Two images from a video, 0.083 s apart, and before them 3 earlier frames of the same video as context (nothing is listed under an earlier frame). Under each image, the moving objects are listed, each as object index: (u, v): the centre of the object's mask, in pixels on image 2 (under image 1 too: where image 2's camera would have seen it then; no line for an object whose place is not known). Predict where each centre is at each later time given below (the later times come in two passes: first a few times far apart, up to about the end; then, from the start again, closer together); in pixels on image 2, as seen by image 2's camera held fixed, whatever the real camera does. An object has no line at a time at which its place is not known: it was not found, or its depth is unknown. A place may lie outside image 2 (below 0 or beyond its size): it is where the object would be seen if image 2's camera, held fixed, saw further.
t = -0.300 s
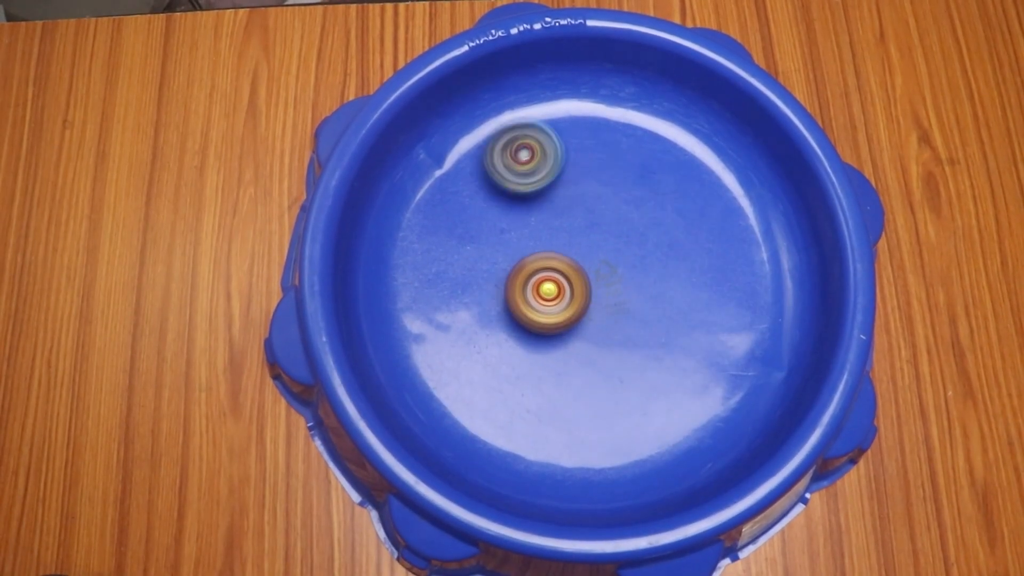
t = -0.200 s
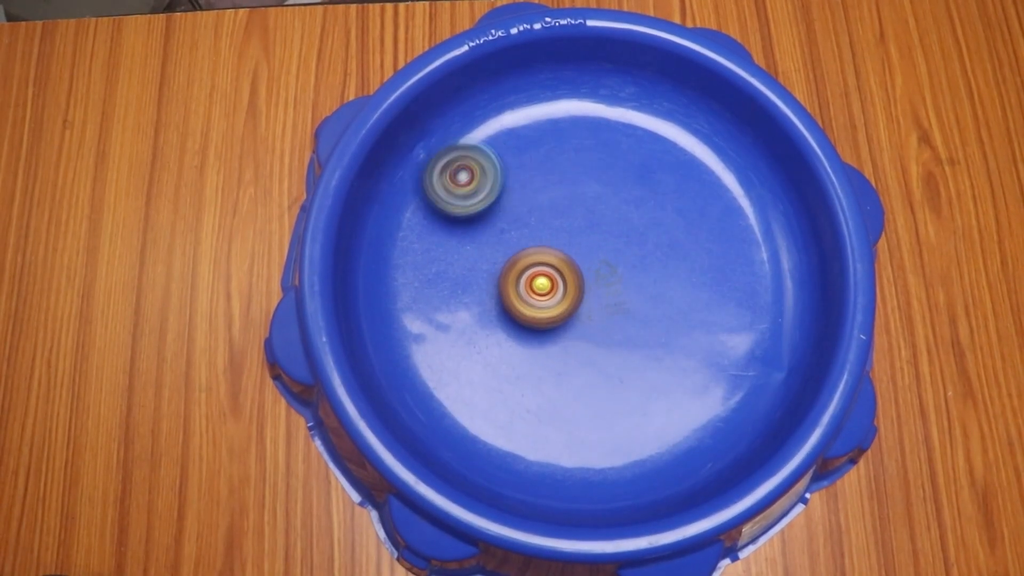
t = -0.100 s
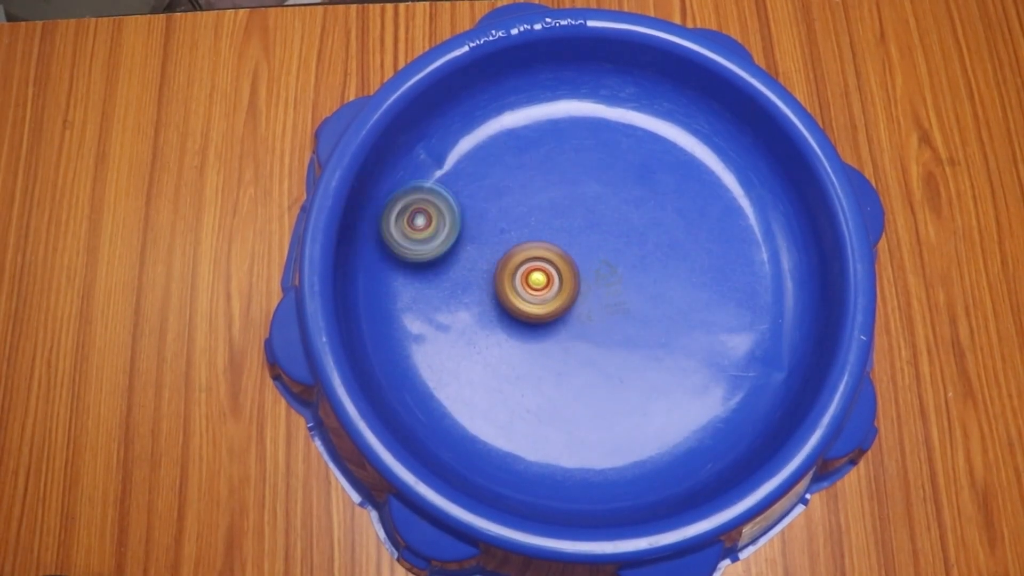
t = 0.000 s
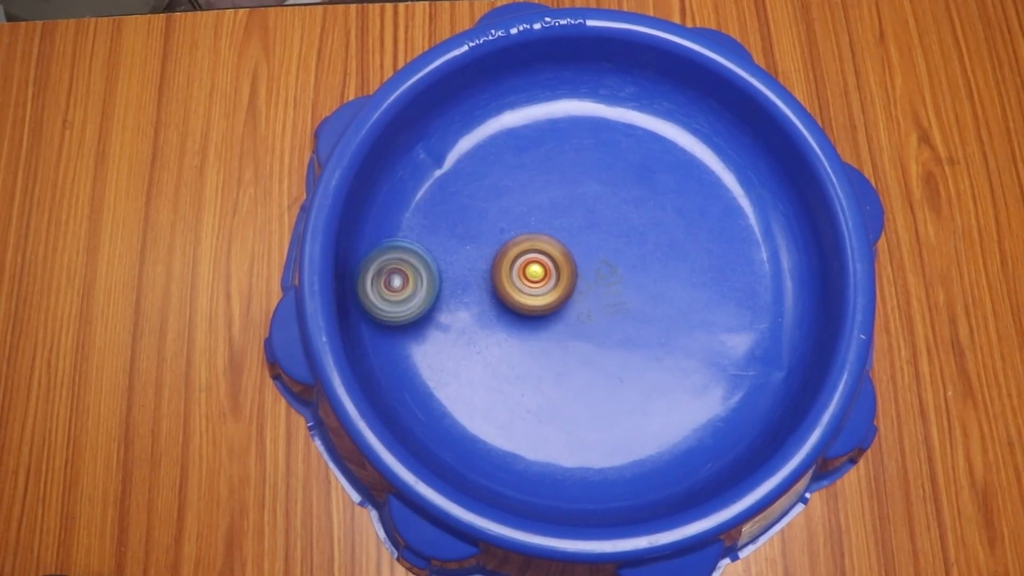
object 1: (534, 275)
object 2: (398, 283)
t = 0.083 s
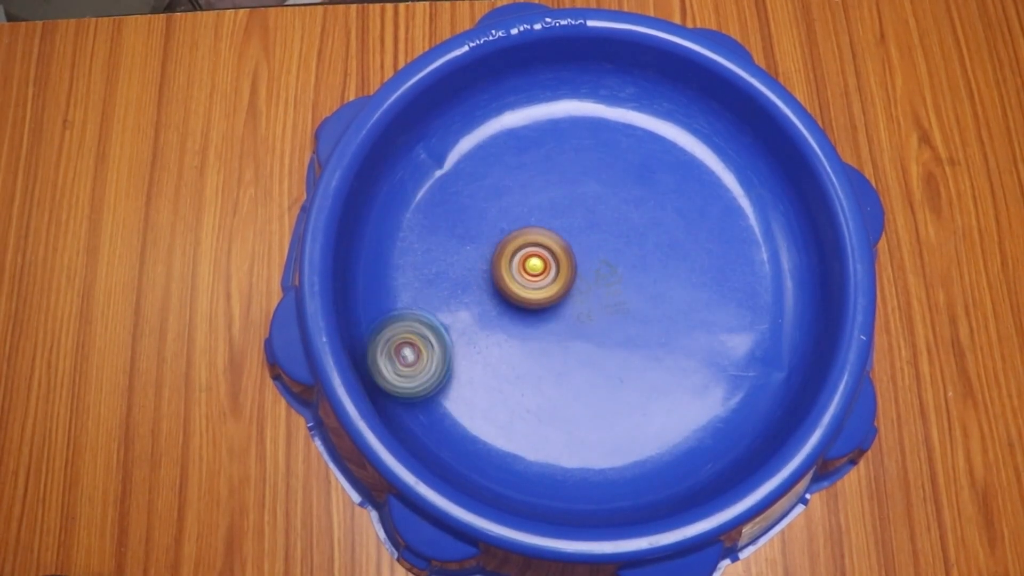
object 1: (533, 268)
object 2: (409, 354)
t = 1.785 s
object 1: (625, 229)
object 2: (706, 426)
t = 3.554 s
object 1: (598, 299)
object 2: (753, 351)
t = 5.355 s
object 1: (614, 287)
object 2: (748, 316)
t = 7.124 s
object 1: (620, 283)
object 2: (716, 386)
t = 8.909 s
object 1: (618, 279)
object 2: (603, 403)
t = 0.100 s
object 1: (533, 266)
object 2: (417, 370)
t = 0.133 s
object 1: (533, 263)
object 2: (439, 400)
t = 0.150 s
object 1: (533, 262)
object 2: (453, 413)
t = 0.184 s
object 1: (533, 258)
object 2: (484, 435)
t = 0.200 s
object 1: (533, 257)
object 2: (500, 444)
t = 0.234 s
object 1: (533, 255)
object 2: (535, 456)
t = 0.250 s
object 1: (533, 253)
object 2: (551, 459)
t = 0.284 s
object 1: (532, 250)
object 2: (586, 461)
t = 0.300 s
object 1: (532, 249)
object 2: (601, 459)
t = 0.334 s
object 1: (532, 247)
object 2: (631, 454)
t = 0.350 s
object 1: (531, 245)
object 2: (644, 449)
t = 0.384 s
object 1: (532, 243)
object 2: (671, 437)
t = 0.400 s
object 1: (532, 241)
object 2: (682, 431)
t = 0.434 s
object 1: (533, 239)
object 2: (704, 412)
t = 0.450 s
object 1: (533, 237)
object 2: (714, 403)
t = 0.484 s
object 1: (534, 234)
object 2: (731, 382)
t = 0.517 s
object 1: (536, 232)
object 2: (746, 359)
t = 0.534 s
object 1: (537, 231)
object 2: (752, 347)
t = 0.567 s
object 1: (539, 229)
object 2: (763, 320)
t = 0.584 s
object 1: (539, 228)
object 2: (766, 307)
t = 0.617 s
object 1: (542, 227)
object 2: (770, 278)
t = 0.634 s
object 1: (543, 226)
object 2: (771, 263)
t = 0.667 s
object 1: (545, 226)
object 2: (767, 231)
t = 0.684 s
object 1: (546, 225)
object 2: (764, 217)
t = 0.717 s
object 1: (548, 224)
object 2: (747, 189)
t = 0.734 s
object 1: (549, 225)
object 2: (737, 177)
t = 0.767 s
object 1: (554, 225)
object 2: (715, 157)
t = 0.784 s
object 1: (555, 225)
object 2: (703, 148)
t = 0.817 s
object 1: (559, 226)
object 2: (679, 133)
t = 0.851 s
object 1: (562, 226)
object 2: (655, 121)
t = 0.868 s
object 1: (563, 226)
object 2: (643, 116)
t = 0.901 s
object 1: (566, 226)
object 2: (619, 109)
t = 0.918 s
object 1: (567, 225)
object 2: (607, 106)
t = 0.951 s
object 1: (569, 225)
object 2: (583, 103)
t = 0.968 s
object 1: (571, 224)
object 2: (571, 102)
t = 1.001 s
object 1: (573, 222)
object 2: (548, 103)
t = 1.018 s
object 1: (575, 222)
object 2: (537, 105)
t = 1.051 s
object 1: (579, 220)
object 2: (514, 112)
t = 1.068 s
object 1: (581, 221)
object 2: (502, 118)
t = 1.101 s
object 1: (586, 221)
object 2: (477, 130)
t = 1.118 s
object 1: (588, 221)
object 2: (465, 137)
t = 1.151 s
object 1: (592, 223)
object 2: (442, 157)
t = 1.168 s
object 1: (593, 223)
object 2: (432, 170)
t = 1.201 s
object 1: (595, 224)
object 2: (415, 198)
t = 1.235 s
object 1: (597, 223)
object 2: (404, 228)
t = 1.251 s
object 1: (598, 223)
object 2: (401, 243)
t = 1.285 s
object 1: (600, 223)
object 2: (397, 274)
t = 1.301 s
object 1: (601, 223)
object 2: (397, 289)
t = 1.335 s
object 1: (603, 223)
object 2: (402, 319)
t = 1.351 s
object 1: (604, 222)
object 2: (408, 334)
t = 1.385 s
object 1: (605, 221)
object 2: (421, 361)
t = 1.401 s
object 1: (607, 221)
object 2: (429, 373)
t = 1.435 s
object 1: (609, 220)
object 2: (447, 395)
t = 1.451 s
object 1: (609, 220)
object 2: (456, 402)
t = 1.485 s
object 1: (612, 220)
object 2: (477, 420)
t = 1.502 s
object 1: (612, 220)
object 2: (488, 427)
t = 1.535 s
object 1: (615, 220)
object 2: (512, 440)
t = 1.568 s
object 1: (615, 220)
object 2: (537, 449)
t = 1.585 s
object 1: (617, 221)
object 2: (551, 453)
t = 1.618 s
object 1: (618, 222)
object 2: (577, 458)
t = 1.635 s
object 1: (619, 222)
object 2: (591, 458)
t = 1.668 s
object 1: (621, 223)
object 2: (618, 457)
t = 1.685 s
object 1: (621, 224)
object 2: (633, 455)
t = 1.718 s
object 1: (622, 225)
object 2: (659, 449)
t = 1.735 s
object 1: (623, 226)
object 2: (672, 444)
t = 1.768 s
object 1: (624, 228)
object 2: (695, 432)
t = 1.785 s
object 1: (625, 229)
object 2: (706, 426)
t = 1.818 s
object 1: (627, 231)
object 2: (725, 408)
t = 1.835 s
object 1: (628, 232)
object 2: (734, 398)
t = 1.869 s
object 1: (629, 234)
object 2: (748, 380)
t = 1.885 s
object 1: (631, 235)
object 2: (753, 368)
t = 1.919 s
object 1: (631, 237)
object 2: (762, 342)
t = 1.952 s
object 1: (633, 241)
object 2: (767, 316)
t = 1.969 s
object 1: (633, 242)
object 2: (769, 303)
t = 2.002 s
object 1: (635, 246)
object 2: (770, 278)
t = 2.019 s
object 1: (636, 248)
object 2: (770, 265)
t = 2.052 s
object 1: (636, 251)
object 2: (765, 241)
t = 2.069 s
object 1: (637, 253)
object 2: (761, 230)
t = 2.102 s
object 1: (637, 256)
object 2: (752, 208)
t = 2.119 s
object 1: (637, 258)
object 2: (746, 198)
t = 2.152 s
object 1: (636, 261)
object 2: (732, 178)
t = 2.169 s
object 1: (636, 263)
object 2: (725, 170)
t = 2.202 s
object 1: (635, 266)
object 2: (709, 155)
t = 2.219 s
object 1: (634, 268)
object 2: (701, 149)
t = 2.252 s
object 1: (633, 272)
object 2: (682, 137)
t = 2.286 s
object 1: (632, 276)
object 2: (663, 128)
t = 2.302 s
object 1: (631, 277)
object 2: (653, 125)
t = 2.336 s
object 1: (629, 281)
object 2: (635, 120)
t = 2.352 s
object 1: (628, 282)
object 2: (625, 119)
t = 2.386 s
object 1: (626, 285)
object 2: (606, 117)
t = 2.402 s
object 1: (626, 286)
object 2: (597, 117)
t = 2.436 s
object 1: (624, 288)
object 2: (579, 119)
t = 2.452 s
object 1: (624, 289)
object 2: (571, 121)
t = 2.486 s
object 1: (623, 292)
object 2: (554, 125)
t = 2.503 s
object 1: (623, 293)
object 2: (546, 128)
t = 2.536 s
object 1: (621, 296)
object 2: (532, 135)
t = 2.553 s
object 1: (621, 298)
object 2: (524, 140)
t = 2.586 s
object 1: (619, 300)
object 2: (510, 149)
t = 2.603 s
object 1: (618, 302)
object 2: (503, 155)
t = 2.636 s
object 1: (615, 304)
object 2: (489, 167)
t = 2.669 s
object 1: (613, 305)
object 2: (475, 180)
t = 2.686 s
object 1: (612, 306)
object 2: (470, 187)
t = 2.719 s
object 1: (610, 307)
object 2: (460, 203)
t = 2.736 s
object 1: (609, 307)
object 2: (457, 210)
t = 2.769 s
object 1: (608, 308)
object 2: (450, 229)
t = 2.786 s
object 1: (607, 308)
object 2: (448, 238)
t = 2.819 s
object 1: (607, 308)
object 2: (445, 257)
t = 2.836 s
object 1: (607, 308)
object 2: (444, 267)
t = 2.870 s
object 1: (607, 309)
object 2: (445, 286)
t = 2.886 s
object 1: (606, 308)
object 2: (446, 295)
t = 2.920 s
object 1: (607, 309)
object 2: (449, 314)
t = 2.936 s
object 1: (606, 309)
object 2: (451, 323)
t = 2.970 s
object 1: (607, 309)
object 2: (459, 341)
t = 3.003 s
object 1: (606, 309)
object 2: (468, 359)
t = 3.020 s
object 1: (607, 309)
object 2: (474, 367)
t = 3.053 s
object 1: (606, 309)
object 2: (485, 381)
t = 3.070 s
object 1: (607, 309)
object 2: (491, 388)
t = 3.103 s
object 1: (606, 309)
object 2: (507, 404)
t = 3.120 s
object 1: (607, 309)
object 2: (513, 410)
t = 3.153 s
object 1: (606, 308)
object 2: (530, 422)
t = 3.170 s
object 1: (606, 308)
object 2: (539, 427)
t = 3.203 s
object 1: (606, 307)
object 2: (559, 437)
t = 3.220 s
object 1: (606, 307)
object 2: (569, 440)
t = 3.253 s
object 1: (606, 307)
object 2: (591, 445)
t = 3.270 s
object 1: (606, 306)
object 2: (601, 446)
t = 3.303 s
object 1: (605, 306)
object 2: (624, 447)
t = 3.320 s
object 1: (605, 305)
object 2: (636, 446)
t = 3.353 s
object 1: (604, 305)
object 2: (659, 442)
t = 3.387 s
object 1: (603, 304)
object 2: (681, 435)
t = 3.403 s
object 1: (603, 304)
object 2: (691, 429)
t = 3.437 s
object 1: (601, 302)
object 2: (708, 417)
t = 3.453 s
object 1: (601, 303)
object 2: (716, 409)
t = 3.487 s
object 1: (600, 301)
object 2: (732, 393)
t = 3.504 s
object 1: (600, 301)
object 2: (738, 383)
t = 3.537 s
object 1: (598, 300)
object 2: (749, 361)
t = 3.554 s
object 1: (598, 299)
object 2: (753, 351)
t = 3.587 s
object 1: (596, 298)
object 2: (759, 325)
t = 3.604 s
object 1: (596, 297)
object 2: (761, 315)
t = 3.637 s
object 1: (595, 296)
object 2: (761, 292)
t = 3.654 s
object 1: (594, 295)
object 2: (761, 281)
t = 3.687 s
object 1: (594, 294)
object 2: (758, 261)
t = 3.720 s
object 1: (593, 293)
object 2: (752, 244)
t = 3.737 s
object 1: (594, 292)
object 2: (747, 235)
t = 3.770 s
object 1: (593, 291)
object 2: (738, 219)
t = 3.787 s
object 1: (594, 291)
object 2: (733, 211)
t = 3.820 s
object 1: (593, 290)
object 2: (722, 197)
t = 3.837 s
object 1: (594, 288)
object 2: (716, 191)
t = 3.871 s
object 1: (594, 288)
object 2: (702, 179)
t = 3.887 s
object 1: (593, 286)
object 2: (695, 173)
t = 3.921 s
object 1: (594, 285)
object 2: (680, 163)
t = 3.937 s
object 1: (593, 284)
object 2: (672, 158)
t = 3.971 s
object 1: (594, 283)
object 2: (657, 150)
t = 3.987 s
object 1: (594, 282)
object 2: (648, 147)
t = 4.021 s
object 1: (594, 281)
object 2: (630, 142)
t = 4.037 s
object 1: (594, 281)
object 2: (623, 140)
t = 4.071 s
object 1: (595, 279)
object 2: (606, 137)
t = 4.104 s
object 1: (596, 278)
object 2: (588, 136)
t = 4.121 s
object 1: (596, 278)
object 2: (579, 136)
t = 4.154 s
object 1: (597, 277)
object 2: (562, 139)
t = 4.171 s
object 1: (597, 276)
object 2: (553, 140)
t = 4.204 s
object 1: (598, 275)
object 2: (537, 145)
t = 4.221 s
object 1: (598, 275)
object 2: (529, 148)
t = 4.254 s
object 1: (599, 275)
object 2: (514, 156)
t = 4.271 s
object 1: (600, 275)
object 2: (506, 161)
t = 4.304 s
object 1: (600, 275)
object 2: (491, 170)
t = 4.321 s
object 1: (601, 274)
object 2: (484, 175)
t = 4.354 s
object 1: (602, 275)
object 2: (472, 187)
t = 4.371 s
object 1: (602, 275)
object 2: (467, 193)
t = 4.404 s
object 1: (603, 276)
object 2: (457, 207)
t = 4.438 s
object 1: (603, 276)
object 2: (450, 222)
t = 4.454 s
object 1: (604, 276)
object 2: (447, 230)
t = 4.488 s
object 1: (604, 277)
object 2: (442, 245)
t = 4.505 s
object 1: (604, 278)
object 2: (440, 254)
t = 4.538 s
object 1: (605, 279)
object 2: (438, 272)
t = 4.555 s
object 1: (604, 279)
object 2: (438, 280)
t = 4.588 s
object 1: (604, 280)
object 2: (440, 296)
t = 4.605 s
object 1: (604, 281)
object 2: (441, 305)
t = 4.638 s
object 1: (604, 282)
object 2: (445, 321)
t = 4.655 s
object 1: (605, 282)
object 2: (448, 329)
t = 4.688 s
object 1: (605, 283)
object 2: (457, 345)
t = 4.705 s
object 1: (606, 284)
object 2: (461, 352)
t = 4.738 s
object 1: (605, 284)
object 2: (471, 366)
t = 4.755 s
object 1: (605, 284)
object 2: (477, 372)
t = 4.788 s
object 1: (606, 285)
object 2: (490, 386)
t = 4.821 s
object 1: (606, 285)
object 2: (503, 397)
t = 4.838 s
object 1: (606, 285)
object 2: (511, 403)
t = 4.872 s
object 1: (608, 285)
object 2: (527, 412)
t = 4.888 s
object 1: (607, 285)
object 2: (535, 416)
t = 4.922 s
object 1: (608, 285)
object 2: (554, 423)
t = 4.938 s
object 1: (608, 285)
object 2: (564, 425)
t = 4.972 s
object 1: (609, 285)
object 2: (583, 428)
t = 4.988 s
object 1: (609, 285)
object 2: (592, 429)
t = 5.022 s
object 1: (610, 285)
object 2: (613, 428)
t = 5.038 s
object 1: (611, 285)
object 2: (623, 427)
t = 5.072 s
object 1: (611, 285)
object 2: (643, 423)
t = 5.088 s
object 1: (611, 285)
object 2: (652, 420)
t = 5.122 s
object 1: (612, 285)
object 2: (670, 412)
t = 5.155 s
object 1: (613, 285)
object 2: (686, 403)
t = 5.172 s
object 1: (613, 285)
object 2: (693, 398)
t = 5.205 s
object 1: (613, 285)
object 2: (707, 385)
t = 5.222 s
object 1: (614, 285)
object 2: (714, 380)
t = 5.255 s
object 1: (614, 286)
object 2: (727, 365)
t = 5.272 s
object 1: (614, 286)
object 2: (732, 357)
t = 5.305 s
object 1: (614, 286)
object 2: (741, 341)
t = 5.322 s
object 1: (615, 287)
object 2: (745, 334)
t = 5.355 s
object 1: (614, 287)
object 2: (748, 316)
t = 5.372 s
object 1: (614, 287)
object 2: (751, 308)
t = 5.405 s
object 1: (614, 287)
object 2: (752, 290)
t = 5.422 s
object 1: (614, 287)
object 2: (752, 280)
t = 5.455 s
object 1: (614, 288)
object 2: (750, 263)
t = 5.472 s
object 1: (614, 288)
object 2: (750, 254)
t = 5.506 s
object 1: (614, 288)
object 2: (745, 238)
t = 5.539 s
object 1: (614, 288)
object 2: (741, 223)
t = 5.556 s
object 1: (615, 288)
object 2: (737, 215)
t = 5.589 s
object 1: (615, 288)
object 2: (729, 201)
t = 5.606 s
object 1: (615, 288)
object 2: (725, 195)
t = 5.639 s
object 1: (616, 289)
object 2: (715, 183)
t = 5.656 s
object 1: (616, 289)
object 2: (709, 177)
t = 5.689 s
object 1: (615, 289)
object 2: (698, 166)
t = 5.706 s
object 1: (615, 290)
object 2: (693, 162)
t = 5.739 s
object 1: (615, 290)
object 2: (680, 154)
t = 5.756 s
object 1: (616, 290)
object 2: (674, 150)
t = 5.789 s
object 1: (616, 291)
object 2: (660, 143)
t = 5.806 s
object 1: (615, 290)
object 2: (653, 141)
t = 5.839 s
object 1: (615, 291)
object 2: (638, 135)
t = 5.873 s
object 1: (615, 291)
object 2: (623, 133)
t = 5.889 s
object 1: (615, 291)
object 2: (616, 132)
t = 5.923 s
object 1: (614, 290)
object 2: (601, 132)
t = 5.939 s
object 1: (614, 291)
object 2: (595, 132)
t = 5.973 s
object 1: (613, 290)
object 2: (580, 134)
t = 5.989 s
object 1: (613, 290)
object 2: (572, 135)
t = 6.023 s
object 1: (614, 290)
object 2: (558, 140)
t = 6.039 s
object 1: (613, 289)
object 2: (551, 143)
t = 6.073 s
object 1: (613, 289)
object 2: (537, 149)
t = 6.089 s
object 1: (613, 289)
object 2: (531, 153)
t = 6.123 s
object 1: (613, 289)
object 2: (518, 161)
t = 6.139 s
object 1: (614, 288)
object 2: (512, 166)
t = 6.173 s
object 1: (615, 289)
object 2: (500, 176)
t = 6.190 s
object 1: (614, 288)
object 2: (495, 182)
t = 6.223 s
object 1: (615, 288)
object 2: (486, 193)
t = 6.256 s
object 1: (615, 289)
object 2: (478, 206)
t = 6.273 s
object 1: (615, 289)
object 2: (475, 213)
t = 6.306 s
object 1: (616, 289)
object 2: (470, 227)
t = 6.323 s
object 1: (616, 290)
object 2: (468, 235)
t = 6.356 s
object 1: (617, 290)
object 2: (465, 250)
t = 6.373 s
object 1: (616, 290)
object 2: (463, 258)
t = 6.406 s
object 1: (617, 290)
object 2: (463, 272)
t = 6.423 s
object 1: (616, 290)
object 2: (464, 279)
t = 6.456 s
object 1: (617, 291)
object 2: (466, 296)
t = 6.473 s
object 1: (618, 290)
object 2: (467, 302)
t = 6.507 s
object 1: (618, 291)
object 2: (472, 317)
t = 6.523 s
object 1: (618, 290)
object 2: (474, 324)
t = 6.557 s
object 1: (618, 289)
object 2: (481, 338)
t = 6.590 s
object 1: (618, 289)
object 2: (489, 351)
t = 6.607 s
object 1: (618, 289)
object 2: (493, 357)
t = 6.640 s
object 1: (618, 289)
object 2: (503, 371)
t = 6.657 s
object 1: (619, 289)
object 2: (508, 376)
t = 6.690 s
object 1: (620, 289)
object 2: (519, 387)
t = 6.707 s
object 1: (620, 288)
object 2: (526, 393)
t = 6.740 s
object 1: (620, 287)
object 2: (538, 403)
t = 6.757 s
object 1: (620, 288)
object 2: (547, 408)
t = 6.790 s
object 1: (620, 287)
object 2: (562, 415)
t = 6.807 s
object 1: (620, 287)
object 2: (570, 419)
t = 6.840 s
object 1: (621, 287)
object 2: (588, 423)
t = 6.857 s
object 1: (620, 287)
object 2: (597, 424)
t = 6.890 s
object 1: (621, 286)
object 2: (615, 426)
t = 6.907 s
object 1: (621, 286)
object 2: (623, 426)
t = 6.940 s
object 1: (621, 286)
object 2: (641, 425)
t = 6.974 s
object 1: (621, 285)
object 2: (656, 421)
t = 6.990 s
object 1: (620, 285)
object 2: (665, 420)
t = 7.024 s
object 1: (620, 284)
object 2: (679, 413)
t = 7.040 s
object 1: (620, 284)
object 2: (686, 411)
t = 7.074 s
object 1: (620, 284)
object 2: (699, 400)
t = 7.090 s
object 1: (620, 283)
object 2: (705, 396)
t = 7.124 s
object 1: (620, 283)
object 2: (716, 386)
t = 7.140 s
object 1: (620, 282)
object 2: (721, 381)
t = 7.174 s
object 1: (620, 282)
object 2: (732, 369)
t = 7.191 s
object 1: (621, 282)
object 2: (736, 363)
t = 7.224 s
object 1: (621, 282)
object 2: (744, 350)
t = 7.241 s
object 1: (621, 281)
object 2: (746, 343)
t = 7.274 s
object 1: (620, 281)
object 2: (750, 328)
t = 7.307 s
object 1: (620, 280)
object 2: (752, 313)
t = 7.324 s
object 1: (620, 281)
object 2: (753, 306)
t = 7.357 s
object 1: (620, 280)
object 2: (753, 292)
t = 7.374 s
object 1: (620, 280)
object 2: (752, 285)
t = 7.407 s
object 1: (620, 280)
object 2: (750, 271)
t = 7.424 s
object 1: (620, 280)
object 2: (749, 264)
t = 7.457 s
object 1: (619, 280)
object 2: (743, 250)
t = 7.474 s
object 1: (620, 279)
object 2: (741, 244)
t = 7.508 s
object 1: (620, 279)
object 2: (734, 231)
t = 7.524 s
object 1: (620, 279)
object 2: (730, 225)
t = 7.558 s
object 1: (620, 279)
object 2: (722, 213)
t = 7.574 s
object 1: (621, 279)
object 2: (717, 208)
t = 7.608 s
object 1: (620, 279)
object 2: (707, 197)
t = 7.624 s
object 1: (620, 279)
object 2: (701, 193)
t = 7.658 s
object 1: (620, 279)
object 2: (690, 183)
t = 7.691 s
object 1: (620, 279)
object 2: (678, 176)
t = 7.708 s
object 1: (620, 279)
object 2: (672, 171)
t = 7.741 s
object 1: (620, 280)
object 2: (659, 166)
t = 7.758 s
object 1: (619, 279)
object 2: (653, 162)
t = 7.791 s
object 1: (619, 279)
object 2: (640, 158)
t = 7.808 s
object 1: (619, 280)
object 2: (633, 155)
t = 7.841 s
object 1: (619, 280)
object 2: (619, 154)
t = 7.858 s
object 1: (619, 280)
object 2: (613, 153)
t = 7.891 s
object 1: (618, 280)
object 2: (600, 152)
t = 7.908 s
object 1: (618, 281)
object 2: (593, 151)
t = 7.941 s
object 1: (617, 281)
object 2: (580, 152)
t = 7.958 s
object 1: (617, 281)
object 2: (574, 153)
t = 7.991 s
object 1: (617, 281)
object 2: (561, 156)
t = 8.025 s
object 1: (616, 281)
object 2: (548, 160)
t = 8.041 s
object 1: (616, 281)
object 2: (542, 162)
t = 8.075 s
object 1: (616, 281)
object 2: (529, 167)
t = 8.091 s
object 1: (616, 280)
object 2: (524, 169)
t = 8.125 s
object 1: (616, 280)
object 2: (512, 177)
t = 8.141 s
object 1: (615, 280)
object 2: (506, 181)
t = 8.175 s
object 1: (616, 280)
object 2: (496, 190)
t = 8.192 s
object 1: (616, 280)
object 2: (491, 194)
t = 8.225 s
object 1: (616, 280)
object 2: (483, 204)
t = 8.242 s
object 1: (616, 280)
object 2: (479, 210)
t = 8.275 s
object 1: (617, 280)
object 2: (472, 222)
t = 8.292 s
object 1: (617, 280)
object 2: (470, 227)
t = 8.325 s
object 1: (618, 280)
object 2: (466, 239)
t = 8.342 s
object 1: (618, 280)
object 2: (464, 246)
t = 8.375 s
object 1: (618, 280)
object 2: (460, 260)
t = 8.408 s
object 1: (618, 280)
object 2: (459, 273)
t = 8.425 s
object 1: (618, 280)
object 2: (460, 279)
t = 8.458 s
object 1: (618, 280)
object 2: (461, 293)
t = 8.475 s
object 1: (618, 281)
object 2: (463, 300)
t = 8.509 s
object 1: (618, 281)
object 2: (466, 313)
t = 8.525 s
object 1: (618, 280)
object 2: (469, 319)
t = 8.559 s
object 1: (618, 280)
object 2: (475, 332)
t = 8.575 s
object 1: (618, 280)
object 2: (480, 338)
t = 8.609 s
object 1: (618, 280)
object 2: (488, 350)
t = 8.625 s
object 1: (618, 280)
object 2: (492, 353)
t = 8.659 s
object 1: (618, 279)
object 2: (502, 364)
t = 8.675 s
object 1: (618, 280)
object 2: (507, 368)
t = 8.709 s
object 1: (618, 280)
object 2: (519, 378)
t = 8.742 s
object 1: (619, 279)
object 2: (531, 386)
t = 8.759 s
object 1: (618, 279)
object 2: (538, 389)
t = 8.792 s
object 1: (618, 279)
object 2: (552, 395)
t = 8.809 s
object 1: (619, 279)
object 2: (559, 397)
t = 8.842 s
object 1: (619, 279)
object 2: (574, 401)
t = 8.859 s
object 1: (618, 279)
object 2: (580, 402)
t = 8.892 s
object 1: (618, 279)
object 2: (595, 403)
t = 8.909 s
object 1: (618, 279)
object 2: (603, 403)
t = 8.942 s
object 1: (618, 279)
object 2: (618, 401)
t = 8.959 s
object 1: (617, 279)
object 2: (625, 401)
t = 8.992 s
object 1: (617, 279)
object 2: (639, 397)
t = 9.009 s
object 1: (617, 278)
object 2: (646, 395)
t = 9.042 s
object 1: (617, 278)
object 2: (658, 390)
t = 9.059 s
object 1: (617, 279)
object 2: (665, 386)
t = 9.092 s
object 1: (617, 279)
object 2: (678, 379)
